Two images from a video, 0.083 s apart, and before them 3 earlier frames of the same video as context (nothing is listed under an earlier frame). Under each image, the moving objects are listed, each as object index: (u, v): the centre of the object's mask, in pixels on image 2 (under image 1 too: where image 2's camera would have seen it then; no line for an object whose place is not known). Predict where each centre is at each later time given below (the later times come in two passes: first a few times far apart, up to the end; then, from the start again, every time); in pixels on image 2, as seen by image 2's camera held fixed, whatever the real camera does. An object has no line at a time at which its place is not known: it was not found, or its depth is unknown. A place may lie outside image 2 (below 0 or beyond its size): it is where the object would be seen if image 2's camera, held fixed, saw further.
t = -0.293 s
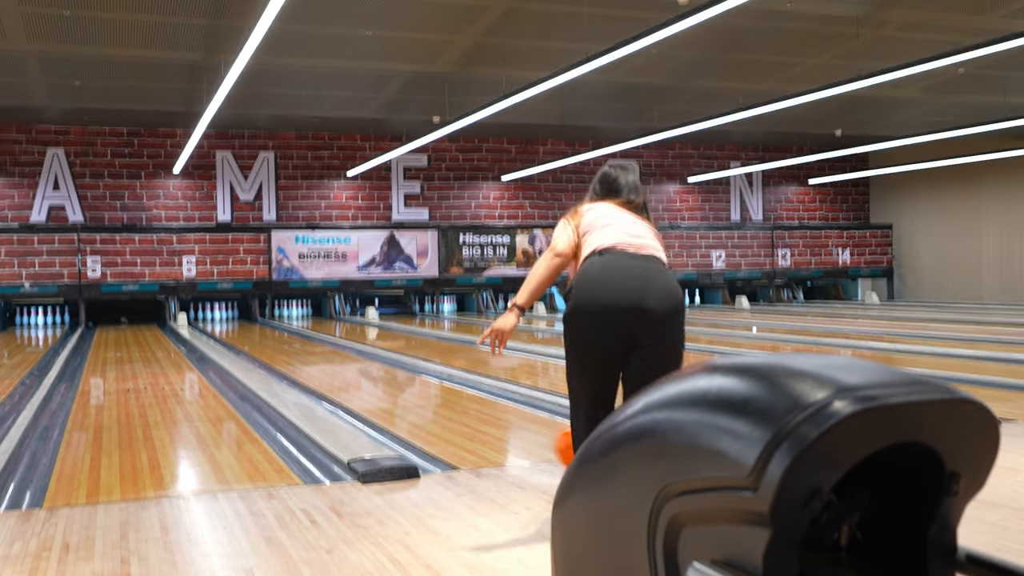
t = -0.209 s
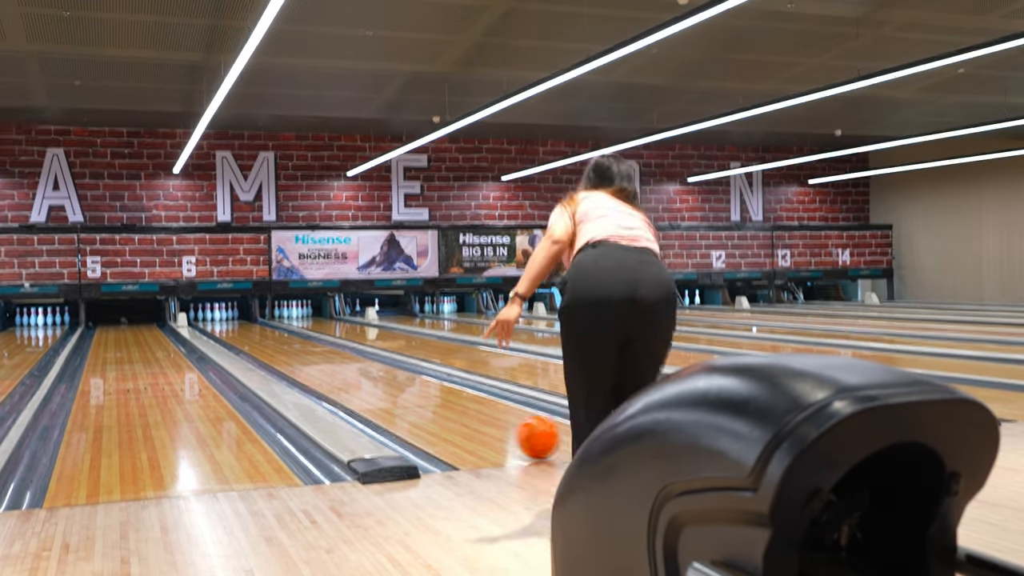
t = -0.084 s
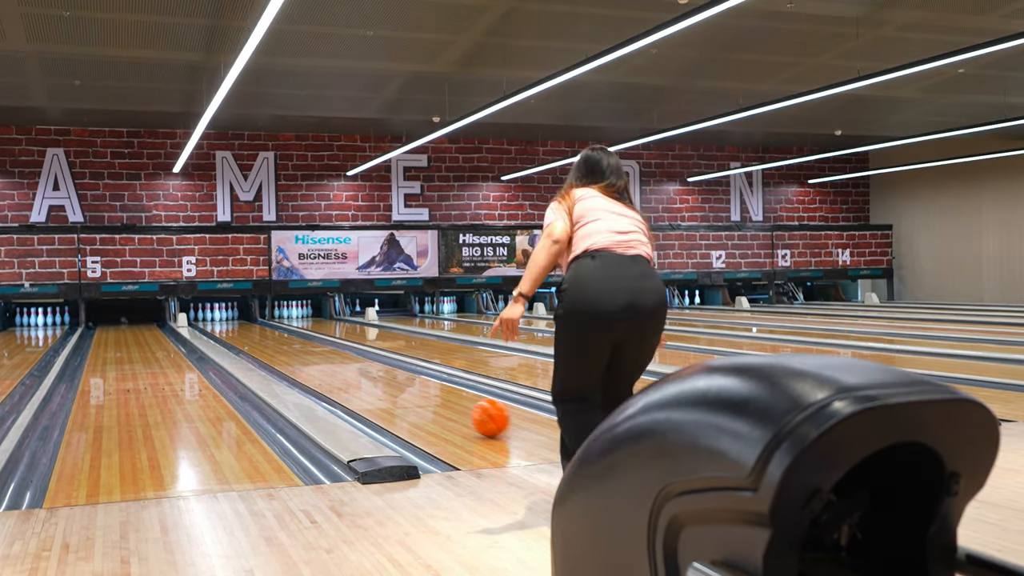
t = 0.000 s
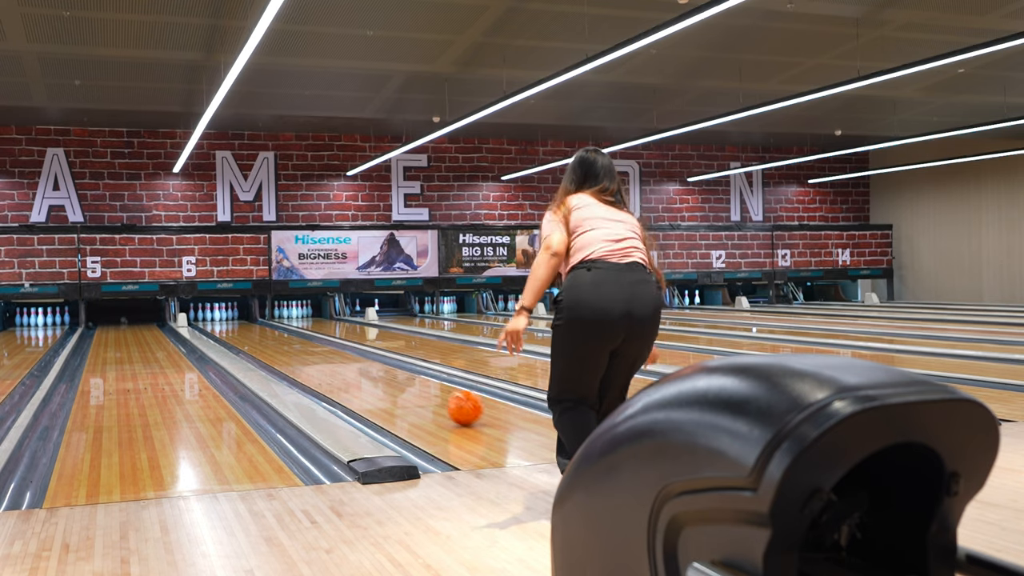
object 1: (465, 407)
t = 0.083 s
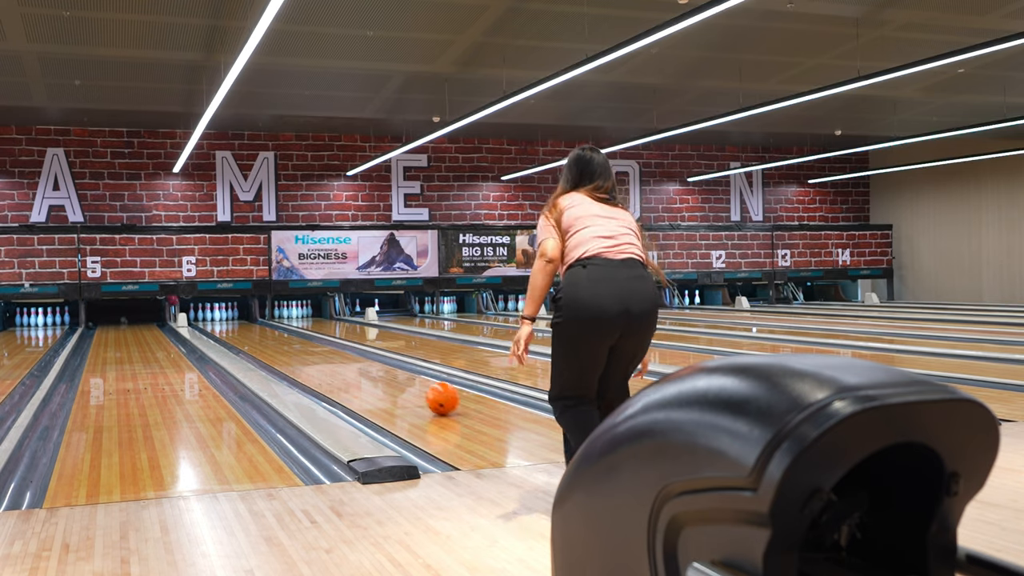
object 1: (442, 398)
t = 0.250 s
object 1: (406, 384)
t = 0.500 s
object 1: (366, 368)
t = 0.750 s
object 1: (338, 357)
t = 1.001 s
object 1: (315, 348)
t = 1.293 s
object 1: (295, 340)
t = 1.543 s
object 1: (281, 335)
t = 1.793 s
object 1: (269, 331)
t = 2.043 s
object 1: (259, 327)
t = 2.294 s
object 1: (251, 324)
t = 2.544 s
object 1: (244, 321)
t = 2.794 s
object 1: (238, 319)
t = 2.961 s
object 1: (235, 318)
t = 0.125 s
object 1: (432, 394)
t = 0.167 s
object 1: (423, 391)
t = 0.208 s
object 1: (414, 387)
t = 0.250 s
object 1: (406, 384)
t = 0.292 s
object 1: (399, 380)
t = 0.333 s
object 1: (391, 378)
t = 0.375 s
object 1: (385, 375)
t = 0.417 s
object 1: (378, 373)
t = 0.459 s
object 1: (372, 370)
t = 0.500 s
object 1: (366, 368)
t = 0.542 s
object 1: (361, 366)
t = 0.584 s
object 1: (356, 364)
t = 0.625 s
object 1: (351, 362)
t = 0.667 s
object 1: (346, 360)
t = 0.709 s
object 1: (342, 358)
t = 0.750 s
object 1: (338, 357)
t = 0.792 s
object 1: (334, 355)
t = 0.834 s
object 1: (330, 353)
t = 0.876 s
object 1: (326, 352)
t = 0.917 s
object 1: (322, 350)
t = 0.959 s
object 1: (319, 349)
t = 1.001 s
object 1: (315, 348)
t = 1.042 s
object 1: (312, 346)
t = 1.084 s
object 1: (309, 345)
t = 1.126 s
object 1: (306, 344)
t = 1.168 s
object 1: (303, 343)
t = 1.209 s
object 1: (300, 342)
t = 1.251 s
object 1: (297, 341)
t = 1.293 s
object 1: (295, 340)
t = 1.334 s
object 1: (292, 339)
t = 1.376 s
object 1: (290, 338)
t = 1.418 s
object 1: (288, 337)
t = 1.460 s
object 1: (285, 337)
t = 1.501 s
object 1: (283, 336)
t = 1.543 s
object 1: (281, 335)
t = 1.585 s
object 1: (279, 334)
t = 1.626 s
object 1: (277, 333)
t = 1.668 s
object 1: (275, 333)
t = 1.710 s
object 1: (273, 332)
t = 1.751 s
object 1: (271, 331)
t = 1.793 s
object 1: (269, 331)
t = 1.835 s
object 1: (267, 330)
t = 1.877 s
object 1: (266, 329)
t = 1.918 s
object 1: (264, 329)
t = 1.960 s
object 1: (262, 328)
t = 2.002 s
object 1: (261, 327)
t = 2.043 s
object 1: (259, 327)
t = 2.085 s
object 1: (258, 326)
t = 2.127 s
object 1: (256, 326)
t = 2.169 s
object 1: (255, 325)
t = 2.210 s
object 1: (254, 324)
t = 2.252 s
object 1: (252, 324)
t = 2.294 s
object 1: (251, 324)
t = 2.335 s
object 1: (250, 323)
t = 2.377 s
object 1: (249, 323)
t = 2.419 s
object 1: (247, 322)
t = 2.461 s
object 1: (246, 322)
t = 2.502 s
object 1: (245, 321)
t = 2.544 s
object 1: (244, 321)
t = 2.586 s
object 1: (243, 321)
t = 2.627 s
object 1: (242, 320)
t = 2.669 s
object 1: (241, 320)
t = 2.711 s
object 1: (240, 319)
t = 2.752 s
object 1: (239, 319)
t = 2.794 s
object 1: (238, 319)
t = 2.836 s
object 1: (237, 318)
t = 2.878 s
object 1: (236, 318)
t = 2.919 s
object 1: (235, 318)
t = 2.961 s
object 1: (235, 318)
